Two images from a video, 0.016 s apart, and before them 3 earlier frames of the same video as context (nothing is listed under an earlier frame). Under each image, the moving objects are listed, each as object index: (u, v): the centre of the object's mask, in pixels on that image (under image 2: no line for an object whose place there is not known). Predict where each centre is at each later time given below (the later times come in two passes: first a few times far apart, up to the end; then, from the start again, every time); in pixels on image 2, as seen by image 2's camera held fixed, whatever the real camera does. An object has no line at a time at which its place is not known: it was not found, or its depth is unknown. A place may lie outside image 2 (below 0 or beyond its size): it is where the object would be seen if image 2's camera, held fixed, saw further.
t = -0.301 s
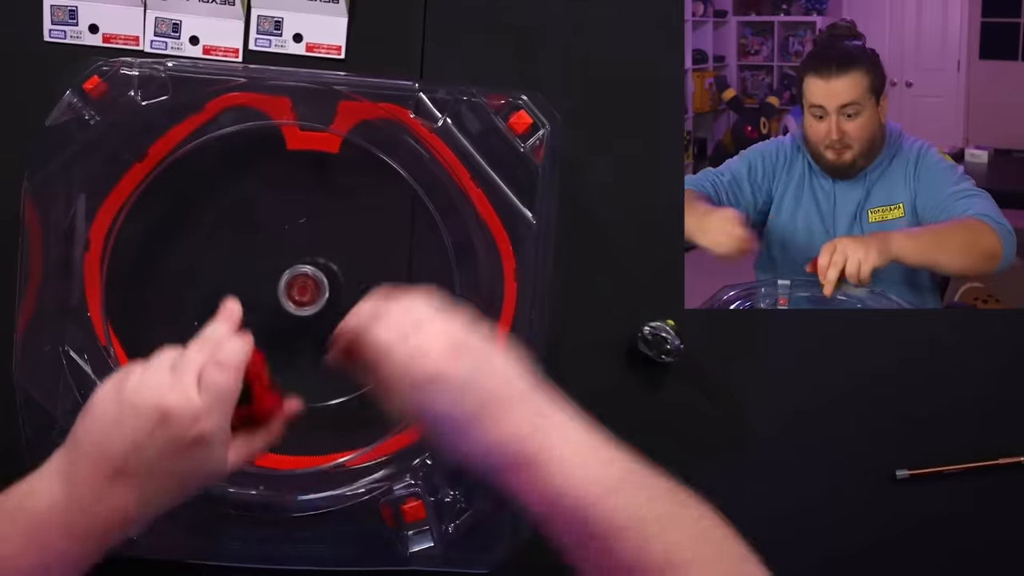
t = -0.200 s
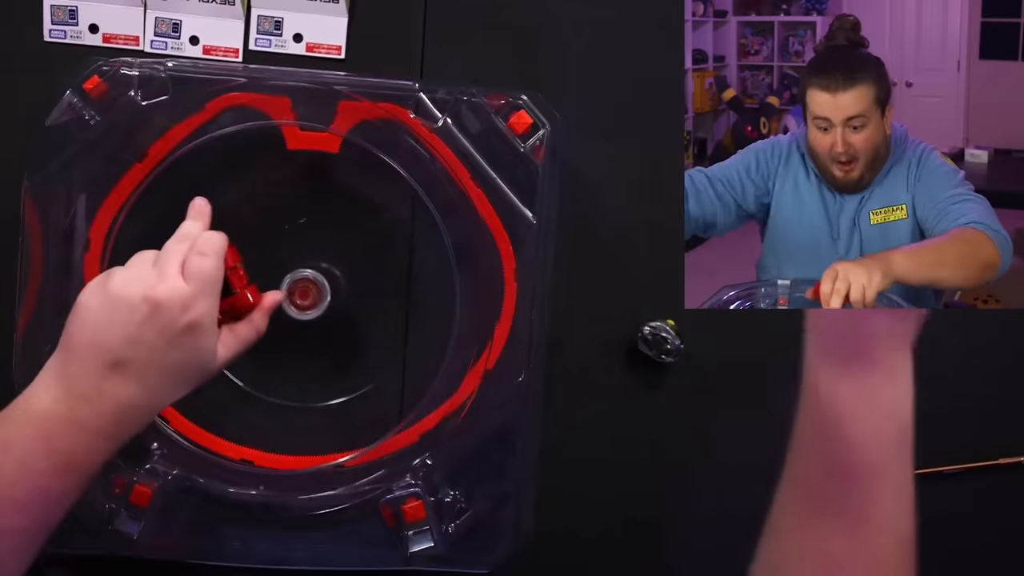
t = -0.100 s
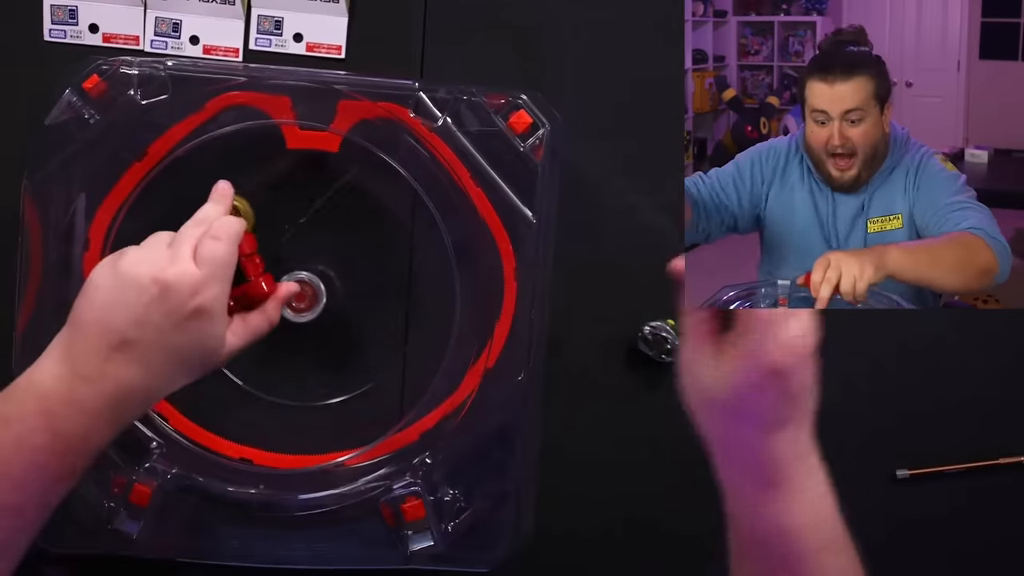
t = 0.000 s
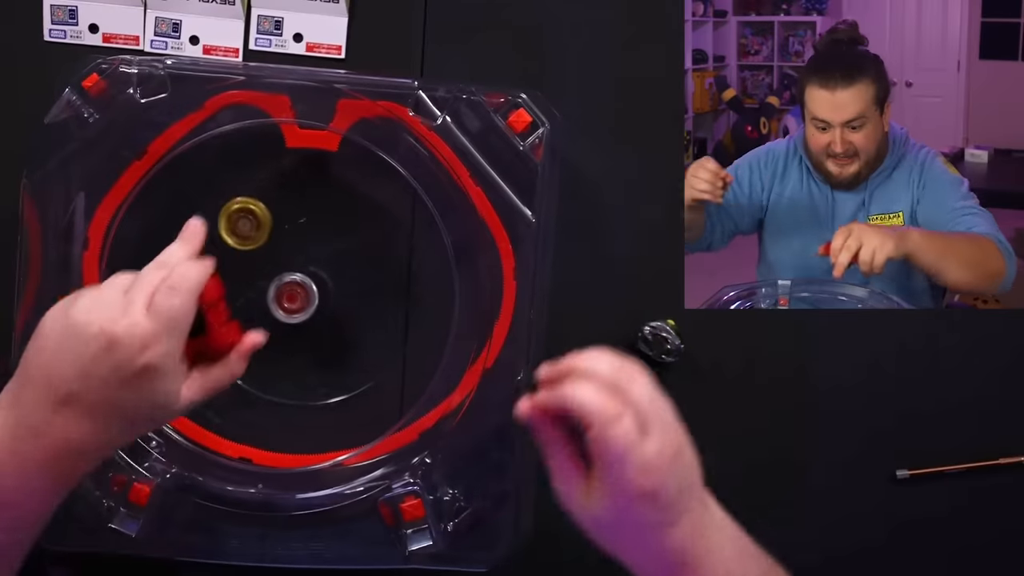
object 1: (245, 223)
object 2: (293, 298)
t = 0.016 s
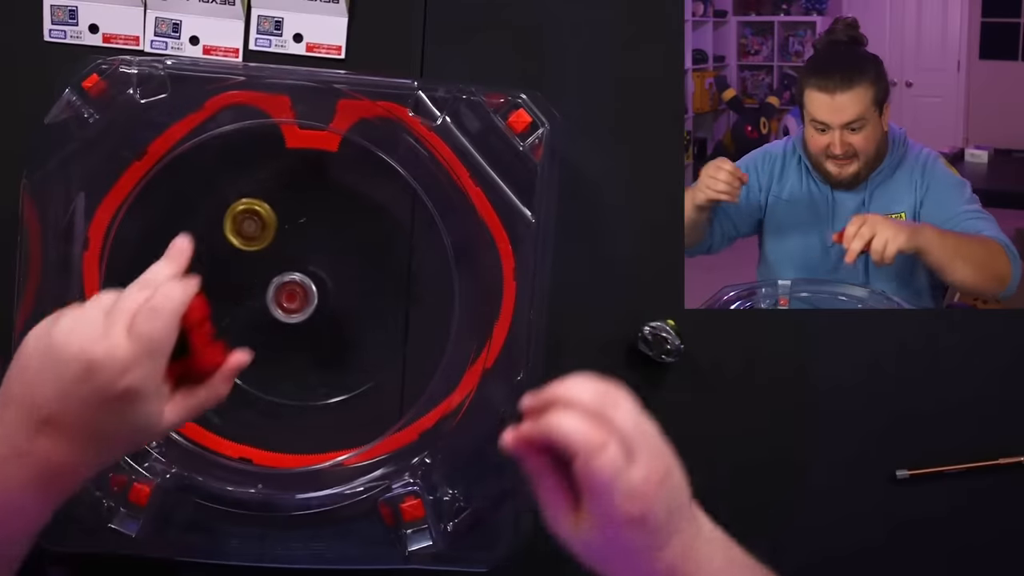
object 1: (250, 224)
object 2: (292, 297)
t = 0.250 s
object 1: (294, 176)
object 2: (314, 429)
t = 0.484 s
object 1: (289, 195)
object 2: (349, 409)
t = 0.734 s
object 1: (304, 283)
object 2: (354, 319)
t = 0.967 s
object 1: (231, 213)
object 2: (412, 421)
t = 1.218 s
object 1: (321, 334)
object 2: (388, 373)
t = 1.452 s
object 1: (325, 251)
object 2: (419, 389)
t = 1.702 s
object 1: (277, 207)
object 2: (395, 376)
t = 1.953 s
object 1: (269, 288)
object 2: (321, 314)
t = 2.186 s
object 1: (238, 267)
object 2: (407, 354)
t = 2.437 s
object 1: (285, 300)
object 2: (401, 324)
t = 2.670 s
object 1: (225, 286)
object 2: (440, 305)
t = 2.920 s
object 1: (205, 320)
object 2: (453, 306)
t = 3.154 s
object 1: (289, 350)
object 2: (442, 306)
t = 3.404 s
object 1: (322, 266)
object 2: (394, 298)
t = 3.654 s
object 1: (256, 230)
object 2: (316, 266)
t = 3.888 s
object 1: (236, 293)
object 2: (303, 260)
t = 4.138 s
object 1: (241, 391)
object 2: (360, 213)
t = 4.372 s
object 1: (272, 433)
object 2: (402, 194)
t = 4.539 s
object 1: (314, 424)
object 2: (408, 208)
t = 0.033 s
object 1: (256, 225)
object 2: (291, 297)
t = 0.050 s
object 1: (262, 227)
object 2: (291, 296)
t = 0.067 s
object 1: (267, 232)
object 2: (291, 296)
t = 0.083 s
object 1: (272, 238)
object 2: (291, 296)
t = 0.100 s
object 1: (278, 240)
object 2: (292, 300)
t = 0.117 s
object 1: (280, 228)
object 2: (295, 320)
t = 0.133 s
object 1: (282, 217)
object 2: (298, 339)
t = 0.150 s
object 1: (285, 208)
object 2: (300, 356)
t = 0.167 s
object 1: (287, 199)
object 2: (303, 372)
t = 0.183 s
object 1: (289, 192)
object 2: (306, 387)
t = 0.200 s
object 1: (291, 186)
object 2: (308, 401)
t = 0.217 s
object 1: (292, 182)
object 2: (310, 412)
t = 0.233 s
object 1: (293, 179)
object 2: (312, 421)
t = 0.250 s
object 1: (294, 176)
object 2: (314, 429)
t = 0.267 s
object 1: (295, 174)
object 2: (317, 437)
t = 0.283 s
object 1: (295, 172)
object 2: (320, 444)
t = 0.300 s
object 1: (296, 171)
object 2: (321, 449)
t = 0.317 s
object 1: (296, 171)
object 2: (322, 452)
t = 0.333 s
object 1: (295, 171)
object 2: (324, 452)
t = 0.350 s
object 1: (295, 172)
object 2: (326, 450)
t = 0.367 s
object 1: (294, 174)
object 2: (329, 445)
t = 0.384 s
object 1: (294, 175)
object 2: (332, 441)
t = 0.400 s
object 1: (293, 178)
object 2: (334, 436)
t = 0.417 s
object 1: (292, 180)
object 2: (337, 431)
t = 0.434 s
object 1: (292, 183)
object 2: (340, 426)
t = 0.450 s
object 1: (291, 187)
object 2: (343, 421)
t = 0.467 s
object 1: (290, 191)
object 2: (345, 415)
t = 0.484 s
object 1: (289, 195)
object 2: (349, 409)
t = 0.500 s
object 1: (288, 200)
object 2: (351, 403)
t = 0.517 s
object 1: (287, 206)
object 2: (353, 398)
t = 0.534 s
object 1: (287, 212)
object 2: (355, 392)
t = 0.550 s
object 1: (286, 218)
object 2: (357, 387)
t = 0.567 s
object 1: (286, 225)
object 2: (358, 381)
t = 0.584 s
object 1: (286, 231)
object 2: (360, 375)
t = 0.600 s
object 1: (286, 238)
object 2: (360, 369)
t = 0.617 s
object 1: (287, 245)
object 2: (361, 362)
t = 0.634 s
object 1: (288, 251)
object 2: (360, 355)
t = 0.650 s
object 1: (290, 258)
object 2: (360, 348)
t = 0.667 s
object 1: (293, 264)
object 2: (359, 341)
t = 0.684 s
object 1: (296, 270)
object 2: (357, 335)
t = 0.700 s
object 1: (299, 276)
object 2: (355, 328)
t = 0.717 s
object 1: (303, 282)
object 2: (353, 321)
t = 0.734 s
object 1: (304, 283)
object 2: (354, 319)
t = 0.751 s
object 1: (285, 258)
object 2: (372, 346)
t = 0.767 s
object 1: (267, 232)
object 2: (390, 374)
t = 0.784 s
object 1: (248, 208)
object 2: (407, 399)
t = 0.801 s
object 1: (231, 186)
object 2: (419, 418)
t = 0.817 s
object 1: (214, 165)
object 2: (417, 420)
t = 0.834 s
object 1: (197, 142)
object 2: (417, 422)
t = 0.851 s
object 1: (189, 135)
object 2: (417, 424)
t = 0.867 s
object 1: (193, 146)
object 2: (417, 425)
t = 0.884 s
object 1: (197, 157)
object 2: (418, 426)
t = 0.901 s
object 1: (203, 169)
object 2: (416, 427)
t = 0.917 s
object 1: (209, 180)
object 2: (415, 427)
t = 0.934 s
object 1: (215, 191)
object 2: (414, 425)
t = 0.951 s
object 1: (223, 202)
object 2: (413, 424)
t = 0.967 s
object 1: (231, 213)
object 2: (412, 421)
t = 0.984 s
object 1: (238, 224)
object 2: (410, 419)
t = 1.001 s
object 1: (243, 235)
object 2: (409, 417)
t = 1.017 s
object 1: (249, 247)
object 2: (407, 416)
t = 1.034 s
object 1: (255, 258)
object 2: (406, 414)
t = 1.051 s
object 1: (261, 269)
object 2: (405, 411)
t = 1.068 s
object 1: (267, 279)
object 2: (404, 408)
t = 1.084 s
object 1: (273, 289)
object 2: (403, 404)
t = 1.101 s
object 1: (279, 298)
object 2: (401, 400)
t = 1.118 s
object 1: (285, 305)
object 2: (399, 396)
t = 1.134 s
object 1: (291, 312)
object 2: (398, 392)
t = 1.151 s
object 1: (297, 318)
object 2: (396, 388)
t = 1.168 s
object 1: (303, 323)
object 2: (395, 384)
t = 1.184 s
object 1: (309, 327)
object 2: (393, 380)
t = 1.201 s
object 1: (315, 331)
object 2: (390, 376)
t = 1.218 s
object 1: (321, 334)
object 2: (388, 373)
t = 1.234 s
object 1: (327, 335)
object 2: (386, 370)
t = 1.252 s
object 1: (333, 336)
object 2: (383, 367)
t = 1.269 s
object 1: (339, 335)
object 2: (381, 364)
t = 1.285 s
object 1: (340, 330)
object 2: (384, 367)
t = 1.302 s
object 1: (337, 322)
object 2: (389, 372)
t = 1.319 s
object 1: (334, 313)
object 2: (394, 376)
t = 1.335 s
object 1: (332, 304)
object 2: (400, 380)
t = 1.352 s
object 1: (330, 296)
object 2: (405, 383)
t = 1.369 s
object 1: (328, 287)
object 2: (407, 385)
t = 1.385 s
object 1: (327, 280)
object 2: (410, 387)
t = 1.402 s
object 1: (326, 272)
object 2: (413, 389)
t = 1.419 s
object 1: (326, 264)
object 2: (416, 390)
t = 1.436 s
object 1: (325, 257)
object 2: (418, 390)
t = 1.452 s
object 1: (325, 251)
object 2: (419, 389)
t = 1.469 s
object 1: (324, 245)
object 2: (420, 389)
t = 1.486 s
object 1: (323, 239)
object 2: (421, 388)
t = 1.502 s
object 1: (322, 233)
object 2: (421, 388)
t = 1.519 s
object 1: (320, 228)
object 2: (420, 388)
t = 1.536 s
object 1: (318, 223)
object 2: (419, 388)
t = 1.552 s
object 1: (315, 219)
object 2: (419, 387)
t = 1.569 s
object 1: (312, 215)
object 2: (417, 387)
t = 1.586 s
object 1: (309, 212)
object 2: (416, 386)
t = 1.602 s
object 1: (305, 209)
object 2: (414, 385)
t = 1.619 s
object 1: (301, 207)
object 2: (411, 384)
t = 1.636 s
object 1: (296, 205)
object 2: (408, 383)
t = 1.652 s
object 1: (291, 204)
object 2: (404, 381)
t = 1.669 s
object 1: (286, 204)
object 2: (402, 380)
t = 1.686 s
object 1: (281, 205)
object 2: (398, 378)
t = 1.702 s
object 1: (277, 207)
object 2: (395, 376)
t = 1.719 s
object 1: (272, 209)
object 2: (391, 374)
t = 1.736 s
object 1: (268, 212)
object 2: (387, 371)
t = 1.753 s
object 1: (264, 216)
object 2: (383, 368)
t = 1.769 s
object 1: (261, 220)
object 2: (378, 364)
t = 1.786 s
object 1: (258, 226)
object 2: (373, 361)
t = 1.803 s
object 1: (256, 231)
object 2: (368, 357)
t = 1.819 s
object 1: (254, 237)
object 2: (363, 352)
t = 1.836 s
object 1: (253, 243)
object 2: (358, 348)
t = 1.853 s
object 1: (253, 250)
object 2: (353, 343)
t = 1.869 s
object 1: (253, 257)
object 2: (348, 339)
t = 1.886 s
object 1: (255, 263)
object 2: (342, 334)
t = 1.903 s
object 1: (258, 270)
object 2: (337, 329)
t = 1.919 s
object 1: (261, 276)
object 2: (331, 324)
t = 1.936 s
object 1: (265, 282)
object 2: (326, 319)
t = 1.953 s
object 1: (269, 288)
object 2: (321, 314)
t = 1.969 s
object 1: (270, 291)
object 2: (320, 311)
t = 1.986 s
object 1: (270, 293)
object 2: (321, 311)
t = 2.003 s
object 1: (270, 294)
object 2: (323, 310)
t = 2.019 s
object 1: (271, 296)
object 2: (324, 310)
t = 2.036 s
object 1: (273, 297)
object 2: (325, 309)
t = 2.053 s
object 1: (274, 298)
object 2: (327, 310)
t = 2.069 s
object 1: (266, 293)
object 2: (339, 318)
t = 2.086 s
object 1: (260, 288)
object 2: (351, 325)
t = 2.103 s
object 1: (254, 283)
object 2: (363, 332)
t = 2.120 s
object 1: (249, 278)
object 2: (374, 338)
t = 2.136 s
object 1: (245, 274)
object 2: (383, 343)
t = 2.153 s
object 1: (242, 271)
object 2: (392, 348)
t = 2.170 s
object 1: (240, 269)
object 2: (400, 351)
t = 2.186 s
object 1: (238, 267)
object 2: (407, 354)
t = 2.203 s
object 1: (238, 266)
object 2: (408, 353)
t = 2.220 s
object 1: (238, 266)
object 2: (409, 352)
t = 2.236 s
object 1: (239, 266)
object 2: (410, 350)
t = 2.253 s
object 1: (240, 267)
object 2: (412, 348)
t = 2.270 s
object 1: (242, 269)
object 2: (413, 347)
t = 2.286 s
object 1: (245, 271)
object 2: (413, 345)
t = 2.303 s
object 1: (249, 274)
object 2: (413, 344)
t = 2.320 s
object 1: (252, 278)
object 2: (413, 342)
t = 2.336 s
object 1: (256, 281)
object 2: (412, 340)
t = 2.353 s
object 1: (260, 284)
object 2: (411, 338)
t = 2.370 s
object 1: (265, 288)
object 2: (410, 336)
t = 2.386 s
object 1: (270, 291)
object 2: (409, 333)
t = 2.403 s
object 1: (274, 295)
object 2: (407, 330)
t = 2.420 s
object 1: (280, 298)
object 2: (404, 326)
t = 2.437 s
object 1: (285, 300)
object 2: (401, 324)
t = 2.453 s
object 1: (290, 303)
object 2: (398, 320)
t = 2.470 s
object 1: (295, 304)
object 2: (394, 317)
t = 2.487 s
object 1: (300, 306)
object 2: (390, 315)
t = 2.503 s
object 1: (305, 307)
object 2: (386, 312)
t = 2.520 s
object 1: (310, 307)
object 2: (381, 310)
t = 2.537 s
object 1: (315, 307)
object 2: (377, 307)
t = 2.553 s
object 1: (319, 307)
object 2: (373, 305)
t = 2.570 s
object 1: (304, 303)
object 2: (385, 305)
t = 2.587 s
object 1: (288, 300)
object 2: (397, 305)
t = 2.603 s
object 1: (274, 296)
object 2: (409, 304)
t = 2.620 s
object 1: (260, 293)
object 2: (417, 304)
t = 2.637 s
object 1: (248, 291)
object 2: (426, 304)
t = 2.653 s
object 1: (236, 288)
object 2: (433, 304)
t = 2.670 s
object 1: (225, 286)
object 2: (440, 305)
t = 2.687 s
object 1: (215, 285)
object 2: (445, 305)
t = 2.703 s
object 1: (207, 284)
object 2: (449, 305)
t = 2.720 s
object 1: (200, 284)
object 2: (452, 305)
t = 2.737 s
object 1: (194, 284)
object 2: (454, 306)
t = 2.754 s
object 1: (190, 285)
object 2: (455, 306)
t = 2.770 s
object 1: (187, 287)
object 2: (456, 306)
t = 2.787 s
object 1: (185, 289)
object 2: (456, 306)
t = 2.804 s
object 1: (185, 291)
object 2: (456, 306)
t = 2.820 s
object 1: (187, 294)
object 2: (455, 306)
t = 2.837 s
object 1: (189, 297)
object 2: (455, 306)
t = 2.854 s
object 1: (192, 301)
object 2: (454, 306)
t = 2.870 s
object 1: (195, 306)
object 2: (454, 306)
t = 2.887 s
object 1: (198, 310)
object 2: (454, 306)
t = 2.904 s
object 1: (201, 315)
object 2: (453, 306)
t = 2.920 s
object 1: (205, 320)
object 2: (453, 306)
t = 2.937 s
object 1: (209, 325)
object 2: (453, 305)
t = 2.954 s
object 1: (214, 330)
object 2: (452, 305)
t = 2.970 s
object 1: (219, 334)
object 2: (451, 305)
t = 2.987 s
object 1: (224, 338)
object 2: (451, 305)
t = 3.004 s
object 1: (230, 342)
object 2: (450, 305)
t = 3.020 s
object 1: (235, 346)
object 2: (450, 305)
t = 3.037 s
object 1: (242, 349)
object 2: (449, 305)
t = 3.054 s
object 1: (248, 351)
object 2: (448, 305)
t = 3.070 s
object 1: (255, 353)
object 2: (447, 305)
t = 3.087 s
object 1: (262, 354)
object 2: (447, 305)
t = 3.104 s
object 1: (269, 354)
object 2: (446, 305)
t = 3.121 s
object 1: (276, 354)
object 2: (445, 305)
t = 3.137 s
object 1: (282, 352)
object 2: (444, 306)
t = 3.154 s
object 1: (289, 350)
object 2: (442, 306)
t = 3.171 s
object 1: (294, 346)
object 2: (441, 306)
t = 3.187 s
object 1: (300, 343)
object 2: (439, 307)
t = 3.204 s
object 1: (305, 338)
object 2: (437, 307)
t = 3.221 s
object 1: (309, 333)
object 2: (435, 307)
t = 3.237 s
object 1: (313, 328)
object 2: (432, 307)
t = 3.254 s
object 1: (316, 323)
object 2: (430, 307)
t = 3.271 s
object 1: (319, 317)
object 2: (427, 307)
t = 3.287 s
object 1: (321, 311)
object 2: (425, 307)
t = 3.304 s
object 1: (323, 305)
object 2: (422, 306)
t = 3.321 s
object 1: (324, 298)
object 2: (419, 306)
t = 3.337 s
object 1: (324, 291)
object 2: (414, 305)
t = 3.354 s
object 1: (325, 285)
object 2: (410, 303)
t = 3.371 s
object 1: (324, 278)
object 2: (405, 302)
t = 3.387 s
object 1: (323, 272)
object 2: (399, 300)
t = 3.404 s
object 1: (322, 266)
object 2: (394, 298)
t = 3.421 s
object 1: (320, 260)
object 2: (388, 296)
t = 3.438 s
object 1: (318, 255)
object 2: (382, 294)
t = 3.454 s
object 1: (315, 249)
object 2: (376, 292)
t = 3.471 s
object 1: (311, 244)
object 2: (370, 289)
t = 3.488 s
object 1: (307, 240)
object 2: (364, 287)
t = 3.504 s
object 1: (303, 236)
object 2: (358, 284)
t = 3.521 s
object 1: (298, 233)
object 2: (353, 282)
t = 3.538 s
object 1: (293, 231)
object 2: (347, 280)
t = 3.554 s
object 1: (288, 229)
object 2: (341, 278)
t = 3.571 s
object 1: (282, 228)
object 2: (337, 275)
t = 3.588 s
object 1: (277, 227)
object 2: (331, 273)
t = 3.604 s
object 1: (272, 227)
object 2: (327, 271)
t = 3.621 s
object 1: (267, 227)
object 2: (323, 269)
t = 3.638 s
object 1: (261, 228)
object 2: (319, 268)
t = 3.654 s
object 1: (256, 230)
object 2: (316, 266)
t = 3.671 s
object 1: (252, 231)
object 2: (313, 264)
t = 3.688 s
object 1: (248, 234)
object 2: (311, 263)
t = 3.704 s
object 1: (244, 237)
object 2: (309, 262)
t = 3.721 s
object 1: (241, 241)
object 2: (307, 261)
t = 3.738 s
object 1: (238, 246)
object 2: (306, 260)
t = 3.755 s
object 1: (235, 251)
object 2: (305, 260)
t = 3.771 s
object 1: (233, 256)
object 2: (304, 259)
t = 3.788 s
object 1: (231, 262)
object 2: (304, 259)
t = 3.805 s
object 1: (230, 268)
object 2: (303, 258)
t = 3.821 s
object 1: (230, 273)
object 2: (303, 258)
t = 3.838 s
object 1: (231, 279)
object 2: (303, 258)
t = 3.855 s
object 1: (232, 284)
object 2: (303, 259)
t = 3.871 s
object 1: (234, 288)
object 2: (303, 259)
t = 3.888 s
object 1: (236, 293)
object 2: (303, 260)
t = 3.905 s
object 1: (239, 297)
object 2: (303, 261)
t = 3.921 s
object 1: (243, 301)
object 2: (303, 262)
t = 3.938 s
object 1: (247, 304)
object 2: (303, 262)
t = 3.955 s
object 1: (252, 307)
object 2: (303, 264)
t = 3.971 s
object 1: (256, 309)
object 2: (304, 264)
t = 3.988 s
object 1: (262, 311)
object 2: (304, 266)
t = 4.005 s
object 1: (267, 312)
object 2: (305, 267)
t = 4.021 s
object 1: (272, 313)
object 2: (305, 268)
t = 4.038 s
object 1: (271, 319)
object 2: (309, 264)
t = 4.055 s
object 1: (265, 333)
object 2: (318, 255)
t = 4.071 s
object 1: (259, 346)
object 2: (326, 246)
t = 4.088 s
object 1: (254, 358)
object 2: (336, 236)
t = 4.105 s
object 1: (249, 370)
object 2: (346, 226)
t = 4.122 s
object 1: (244, 381)
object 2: (354, 219)
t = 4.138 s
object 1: (241, 391)
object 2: (360, 213)
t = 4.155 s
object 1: (240, 397)
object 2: (367, 207)
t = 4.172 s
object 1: (240, 402)
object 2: (374, 201)
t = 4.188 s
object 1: (240, 407)
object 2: (378, 197)
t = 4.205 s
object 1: (242, 412)
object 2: (382, 194)
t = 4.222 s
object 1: (243, 416)
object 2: (386, 191)
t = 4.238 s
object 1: (245, 419)
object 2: (388, 190)
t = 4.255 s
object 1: (247, 422)
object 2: (391, 190)
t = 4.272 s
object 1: (249, 425)
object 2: (393, 190)
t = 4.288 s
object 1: (252, 427)
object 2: (394, 190)
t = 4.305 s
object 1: (256, 429)
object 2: (396, 191)
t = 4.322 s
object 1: (259, 431)
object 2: (398, 191)
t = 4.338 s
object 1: (263, 432)
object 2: (400, 192)
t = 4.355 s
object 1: (267, 433)
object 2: (401, 193)
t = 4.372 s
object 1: (272, 433)
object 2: (402, 194)
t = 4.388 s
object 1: (276, 434)
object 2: (404, 195)
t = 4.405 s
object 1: (280, 434)
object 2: (405, 196)
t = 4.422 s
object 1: (285, 433)
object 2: (405, 197)
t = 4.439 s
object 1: (289, 432)
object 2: (406, 198)
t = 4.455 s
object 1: (293, 432)
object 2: (407, 200)
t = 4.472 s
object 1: (297, 430)
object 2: (408, 201)
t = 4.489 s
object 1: (301, 429)
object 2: (408, 203)
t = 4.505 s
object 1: (306, 428)
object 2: (408, 205)
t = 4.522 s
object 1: (310, 426)
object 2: (408, 206)
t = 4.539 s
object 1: (314, 424)
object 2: (408, 208)
